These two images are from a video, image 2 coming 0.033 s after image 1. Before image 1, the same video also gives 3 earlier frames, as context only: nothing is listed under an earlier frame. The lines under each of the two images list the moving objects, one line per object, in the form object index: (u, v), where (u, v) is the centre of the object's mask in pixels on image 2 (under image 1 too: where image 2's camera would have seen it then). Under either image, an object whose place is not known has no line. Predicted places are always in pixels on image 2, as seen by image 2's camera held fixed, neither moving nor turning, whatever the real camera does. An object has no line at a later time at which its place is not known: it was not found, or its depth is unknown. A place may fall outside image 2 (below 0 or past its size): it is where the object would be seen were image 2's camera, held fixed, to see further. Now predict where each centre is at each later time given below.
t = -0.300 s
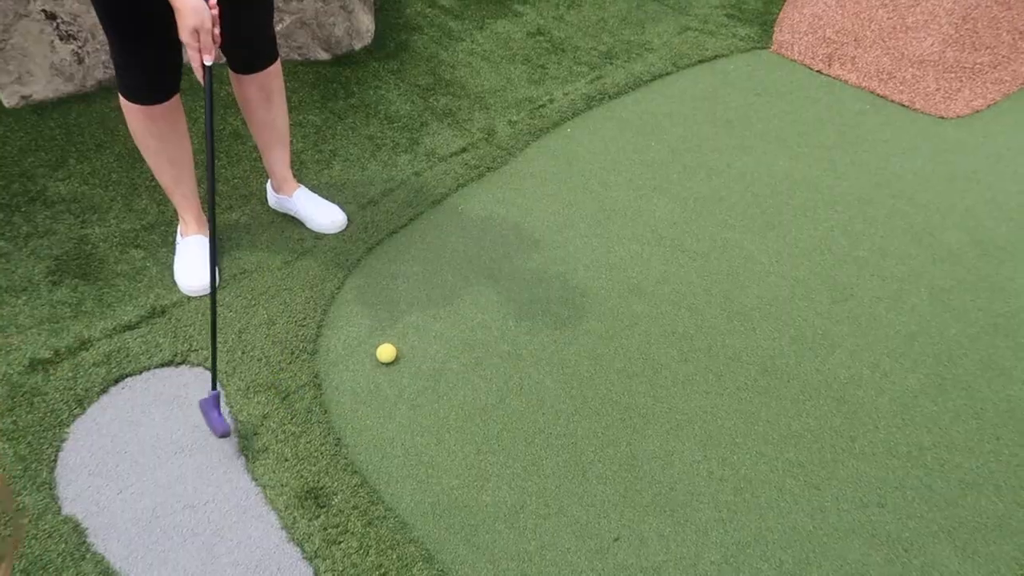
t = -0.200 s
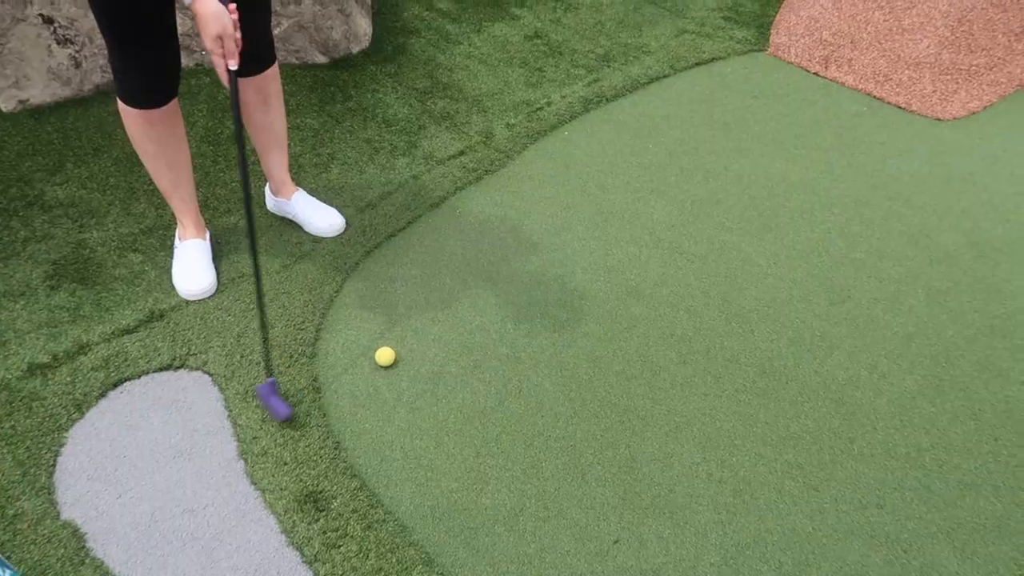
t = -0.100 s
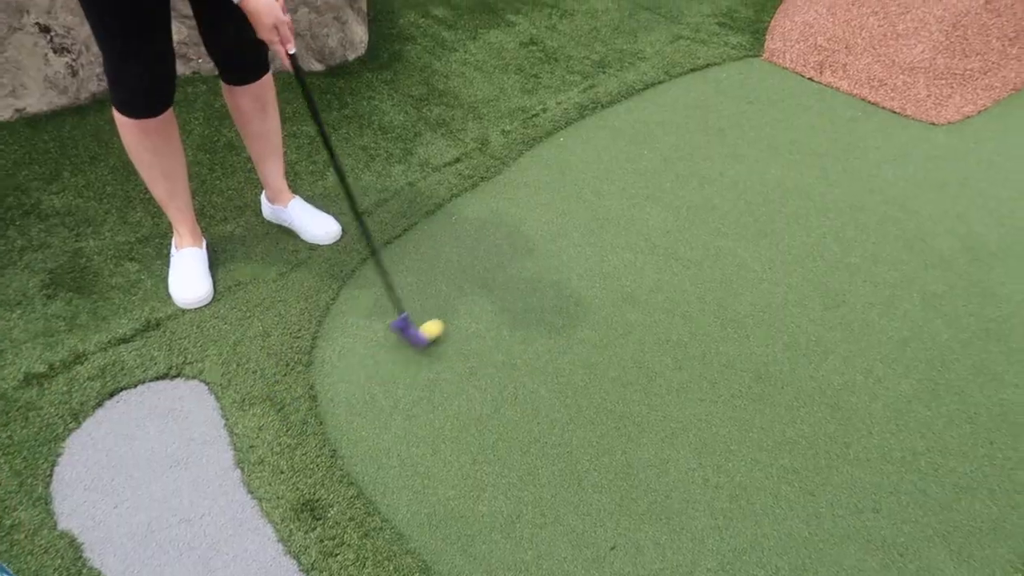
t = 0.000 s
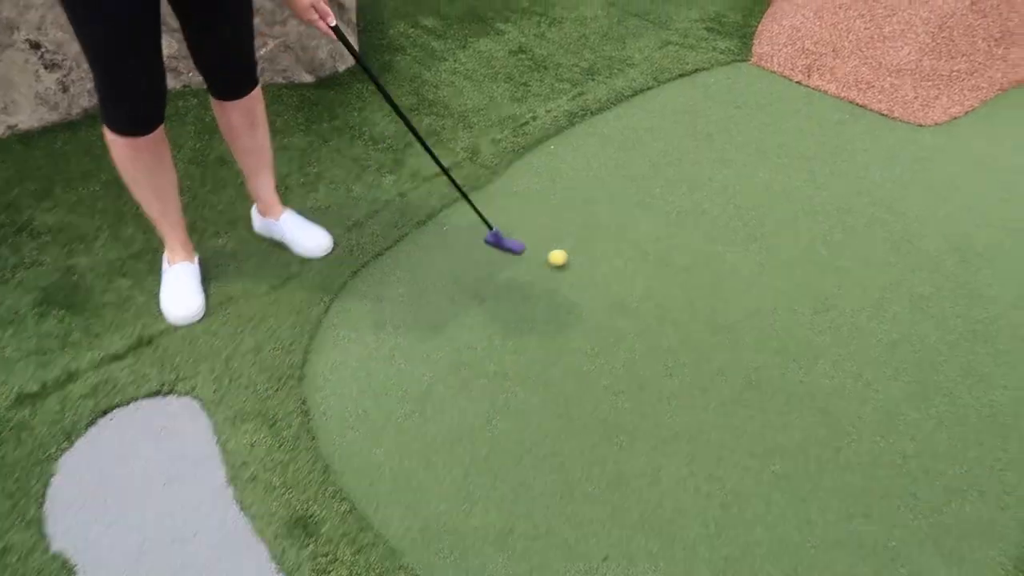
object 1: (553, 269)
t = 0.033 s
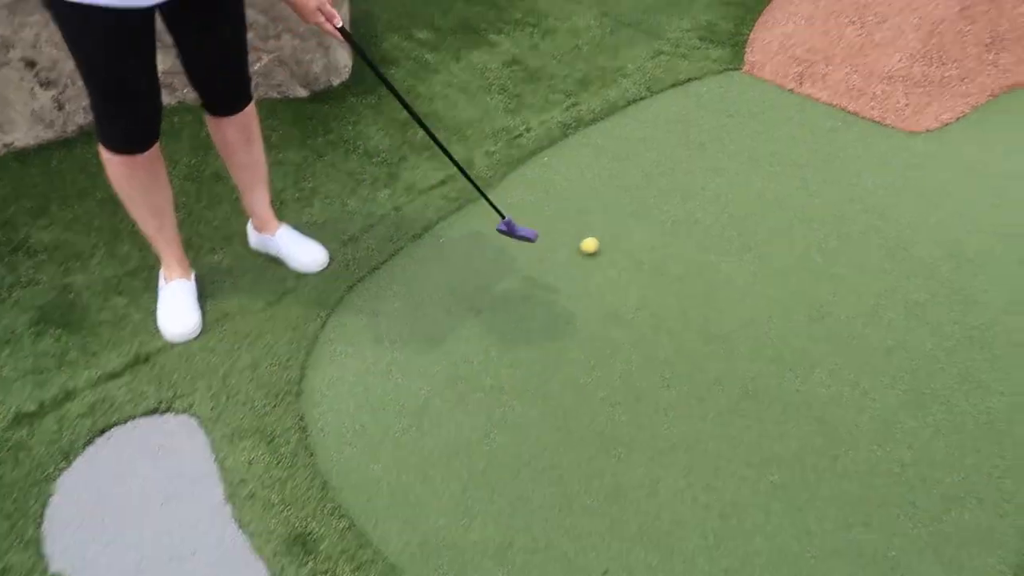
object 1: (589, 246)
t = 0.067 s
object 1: (623, 222)
